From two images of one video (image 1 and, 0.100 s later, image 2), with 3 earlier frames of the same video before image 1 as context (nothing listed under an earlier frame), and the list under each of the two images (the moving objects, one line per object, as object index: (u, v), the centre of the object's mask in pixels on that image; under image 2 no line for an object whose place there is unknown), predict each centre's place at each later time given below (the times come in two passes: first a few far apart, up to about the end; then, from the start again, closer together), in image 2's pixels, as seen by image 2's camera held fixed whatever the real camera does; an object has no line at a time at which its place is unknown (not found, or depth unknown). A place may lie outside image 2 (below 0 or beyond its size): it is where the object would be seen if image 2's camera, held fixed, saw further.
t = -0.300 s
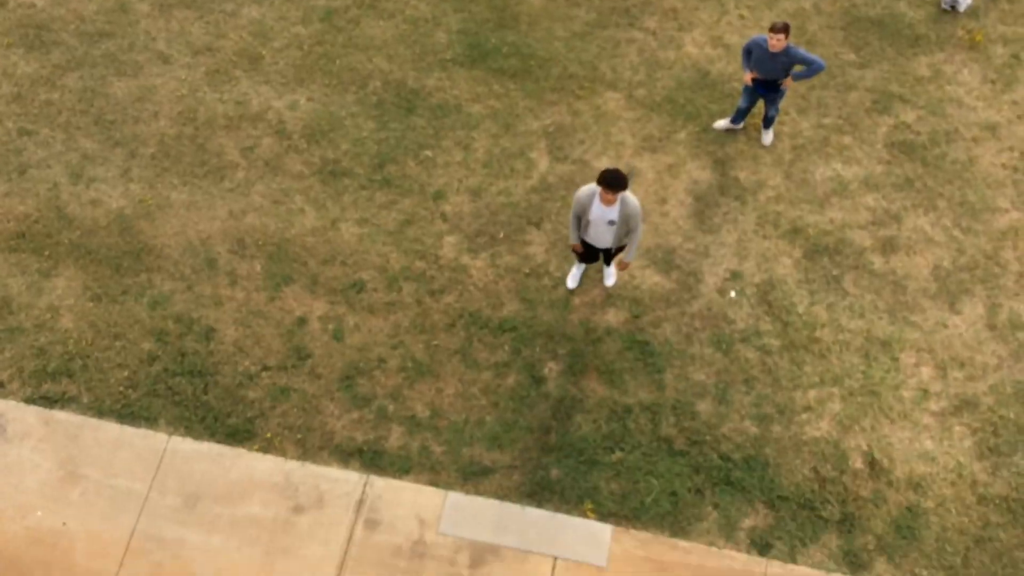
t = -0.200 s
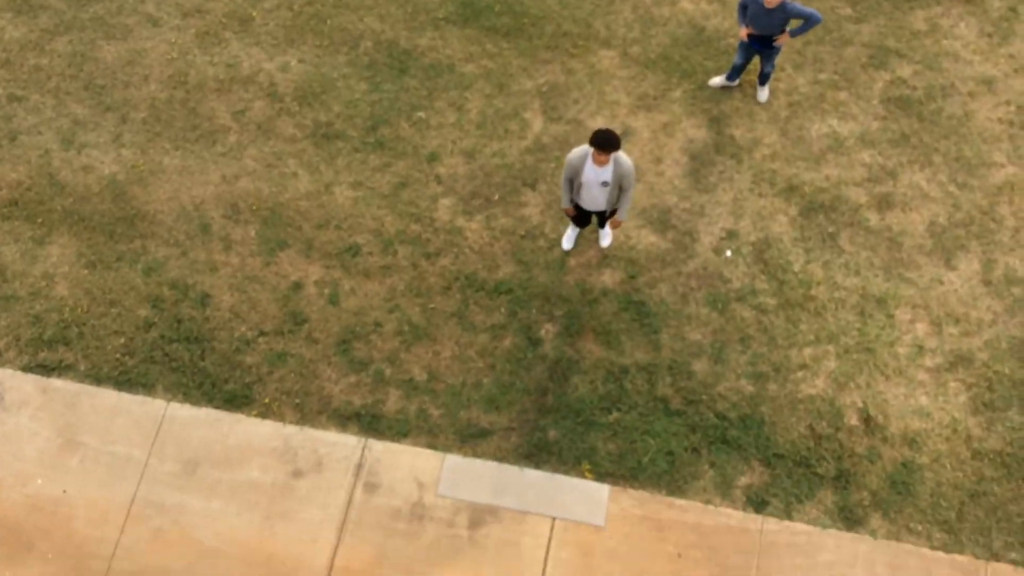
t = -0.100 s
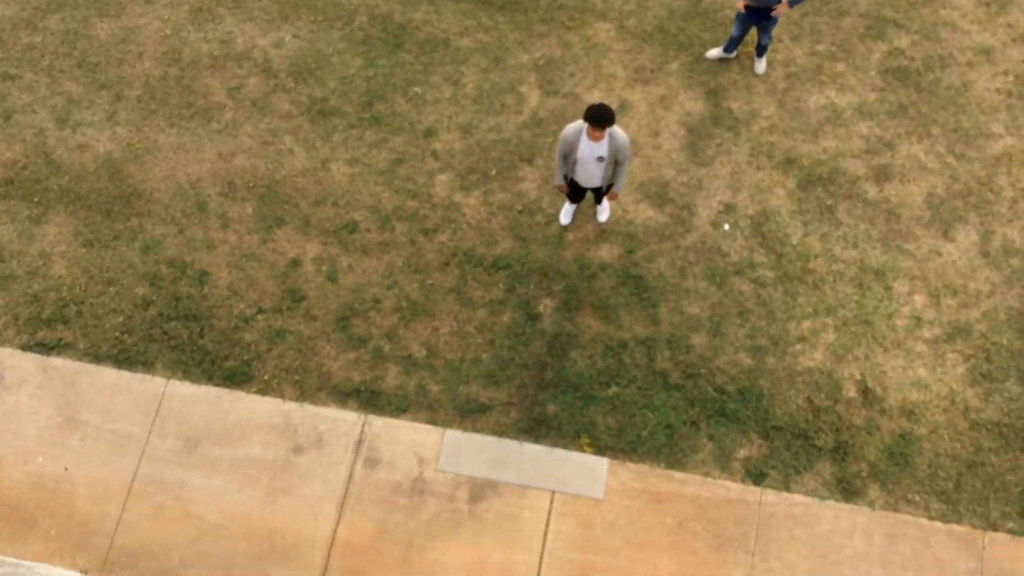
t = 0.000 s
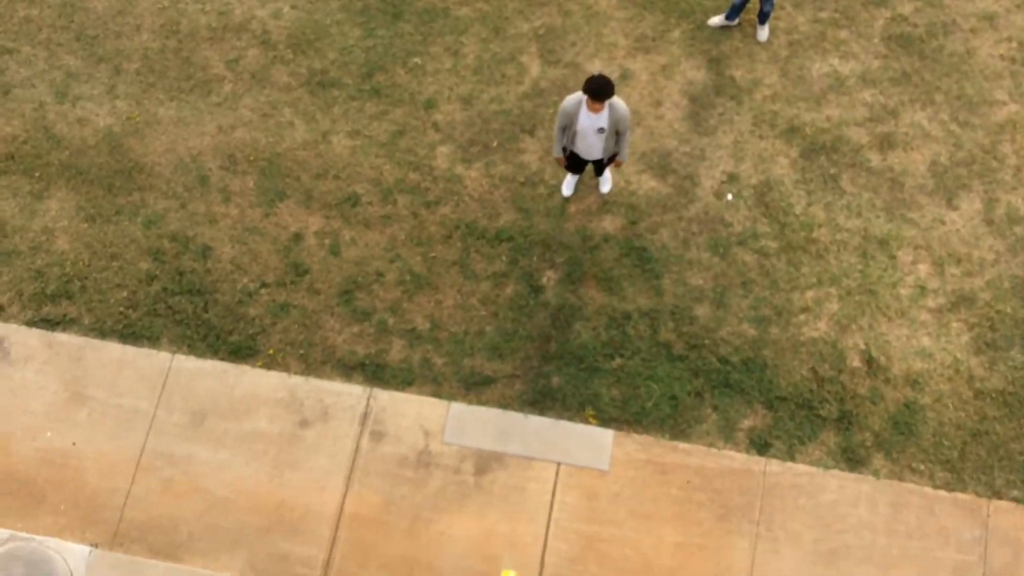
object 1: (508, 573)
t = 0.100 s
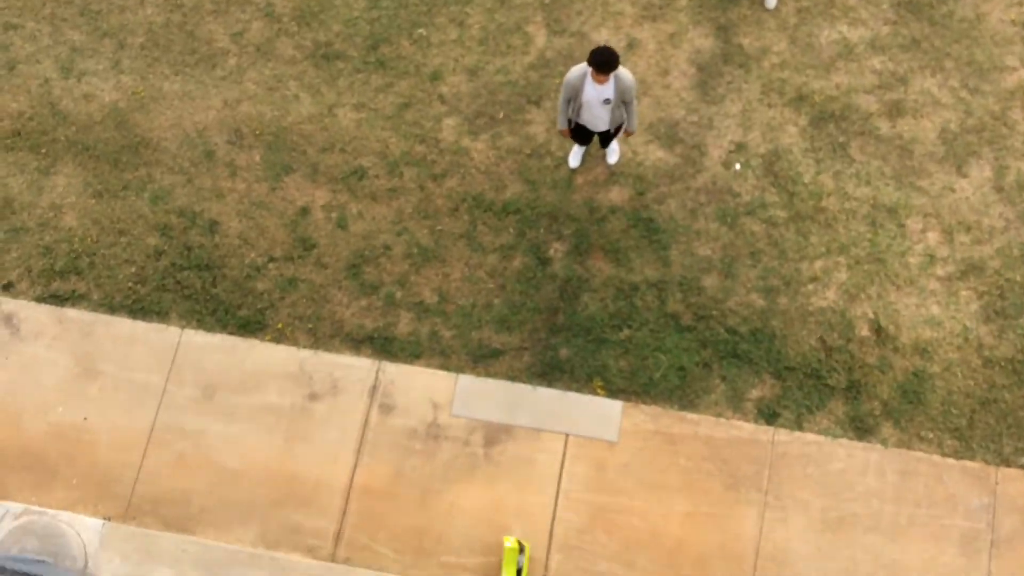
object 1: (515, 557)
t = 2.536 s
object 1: (528, 492)
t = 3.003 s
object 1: (529, 492)
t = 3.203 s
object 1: (529, 492)
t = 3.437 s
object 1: (529, 492)
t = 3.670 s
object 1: (529, 492)
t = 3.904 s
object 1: (529, 491)
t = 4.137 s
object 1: (529, 491)
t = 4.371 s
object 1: (530, 491)
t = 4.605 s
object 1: (529, 491)
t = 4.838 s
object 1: (529, 491)
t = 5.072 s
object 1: (529, 491)
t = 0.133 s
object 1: (517, 557)
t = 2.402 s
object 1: (528, 492)
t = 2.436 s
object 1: (528, 492)
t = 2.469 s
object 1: (528, 492)
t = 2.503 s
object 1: (528, 492)
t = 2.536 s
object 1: (528, 492)
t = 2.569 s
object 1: (528, 491)
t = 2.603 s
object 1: (528, 492)
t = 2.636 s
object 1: (528, 492)
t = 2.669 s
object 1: (528, 491)
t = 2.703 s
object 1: (528, 491)
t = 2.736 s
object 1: (528, 492)
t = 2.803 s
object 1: (528, 492)
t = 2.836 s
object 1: (528, 492)
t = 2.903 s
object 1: (528, 492)
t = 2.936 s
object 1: (528, 492)
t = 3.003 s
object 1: (529, 492)
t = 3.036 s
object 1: (528, 492)
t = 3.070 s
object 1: (529, 492)
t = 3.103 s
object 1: (529, 492)
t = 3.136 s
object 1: (529, 492)
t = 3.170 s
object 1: (529, 492)
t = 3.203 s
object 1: (529, 492)
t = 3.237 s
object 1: (529, 492)
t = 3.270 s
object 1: (529, 492)
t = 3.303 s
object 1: (529, 492)
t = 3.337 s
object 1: (529, 492)
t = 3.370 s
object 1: (529, 492)
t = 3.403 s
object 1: (529, 492)
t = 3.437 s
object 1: (529, 492)
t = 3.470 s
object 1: (529, 492)
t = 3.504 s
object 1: (529, 492)
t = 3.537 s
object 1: (529, 493)
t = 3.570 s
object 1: (529, 492)
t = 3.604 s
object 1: (529, 492)
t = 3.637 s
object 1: (529, 492)
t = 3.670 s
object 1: (529, 492)
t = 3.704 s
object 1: (530, 492)
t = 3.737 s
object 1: (530, 491)
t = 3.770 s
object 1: (530, 491)
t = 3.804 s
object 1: (529, 491)
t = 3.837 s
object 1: (530, 491)
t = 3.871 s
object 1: (530, 491)
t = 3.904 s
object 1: (529, 491)
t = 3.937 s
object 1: (530, 491)
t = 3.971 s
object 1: (529, 491)
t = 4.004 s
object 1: (529, 491)
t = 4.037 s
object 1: (529, 491)
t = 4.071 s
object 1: (529, 491)
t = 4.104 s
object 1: (529, 491)
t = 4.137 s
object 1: (529, 491)
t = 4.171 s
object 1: (529, 491)
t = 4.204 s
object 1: (529, 491)
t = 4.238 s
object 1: (530, 491)
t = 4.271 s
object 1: (530, 491)
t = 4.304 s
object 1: (529, 491)
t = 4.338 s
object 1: (530, 491)
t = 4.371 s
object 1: (530, 491)
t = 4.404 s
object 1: (530, 491)
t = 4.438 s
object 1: (530, 491)
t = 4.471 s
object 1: (530, 491)
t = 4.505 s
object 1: (529, 491)
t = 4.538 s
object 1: (529, 491)
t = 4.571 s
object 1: (529, 491)
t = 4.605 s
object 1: (529, 491)
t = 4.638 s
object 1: (529, 491)
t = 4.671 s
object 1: (529, 491)
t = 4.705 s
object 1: (529, 491)
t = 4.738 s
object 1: (529, 491)
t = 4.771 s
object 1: (529, 491)
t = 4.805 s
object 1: (529, 491)
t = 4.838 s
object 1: (529, 491)
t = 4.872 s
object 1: (529, 492)
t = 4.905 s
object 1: (529, 491)
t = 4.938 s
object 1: (530, 491)
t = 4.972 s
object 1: (529, 491)
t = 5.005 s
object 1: (529, 491)
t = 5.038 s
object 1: (529, 491)
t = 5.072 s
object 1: (529, 491)
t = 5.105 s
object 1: (530, 492)
